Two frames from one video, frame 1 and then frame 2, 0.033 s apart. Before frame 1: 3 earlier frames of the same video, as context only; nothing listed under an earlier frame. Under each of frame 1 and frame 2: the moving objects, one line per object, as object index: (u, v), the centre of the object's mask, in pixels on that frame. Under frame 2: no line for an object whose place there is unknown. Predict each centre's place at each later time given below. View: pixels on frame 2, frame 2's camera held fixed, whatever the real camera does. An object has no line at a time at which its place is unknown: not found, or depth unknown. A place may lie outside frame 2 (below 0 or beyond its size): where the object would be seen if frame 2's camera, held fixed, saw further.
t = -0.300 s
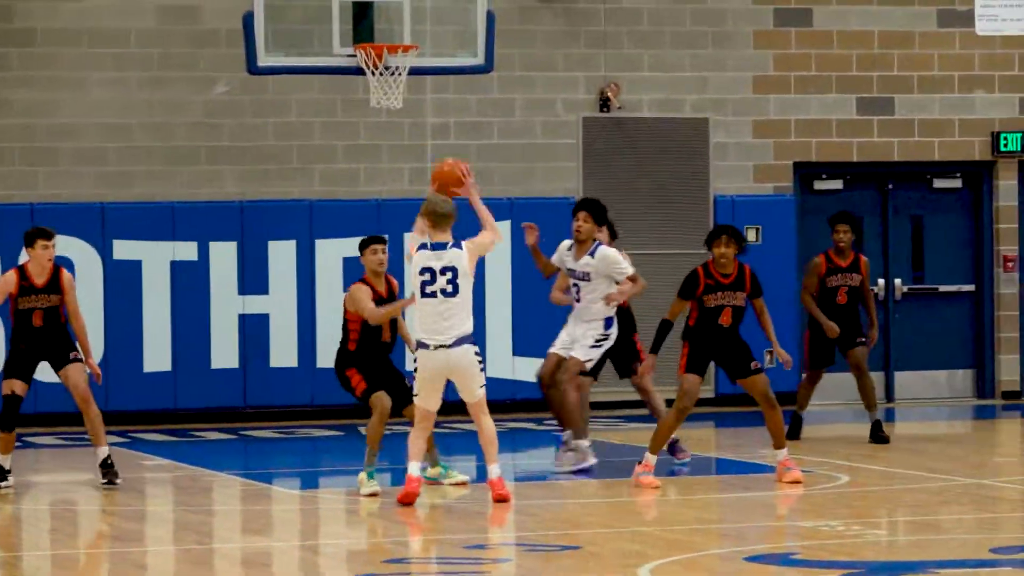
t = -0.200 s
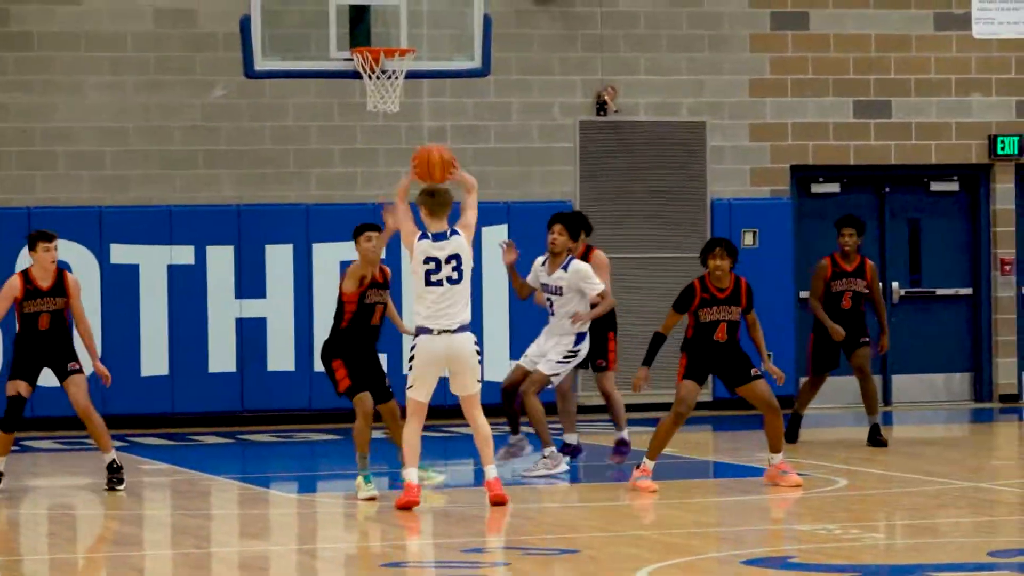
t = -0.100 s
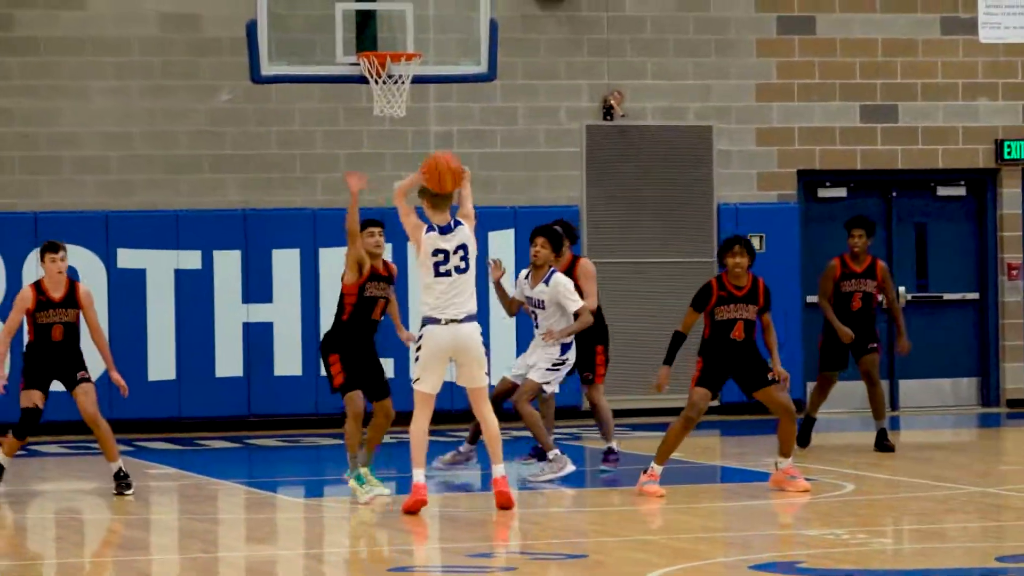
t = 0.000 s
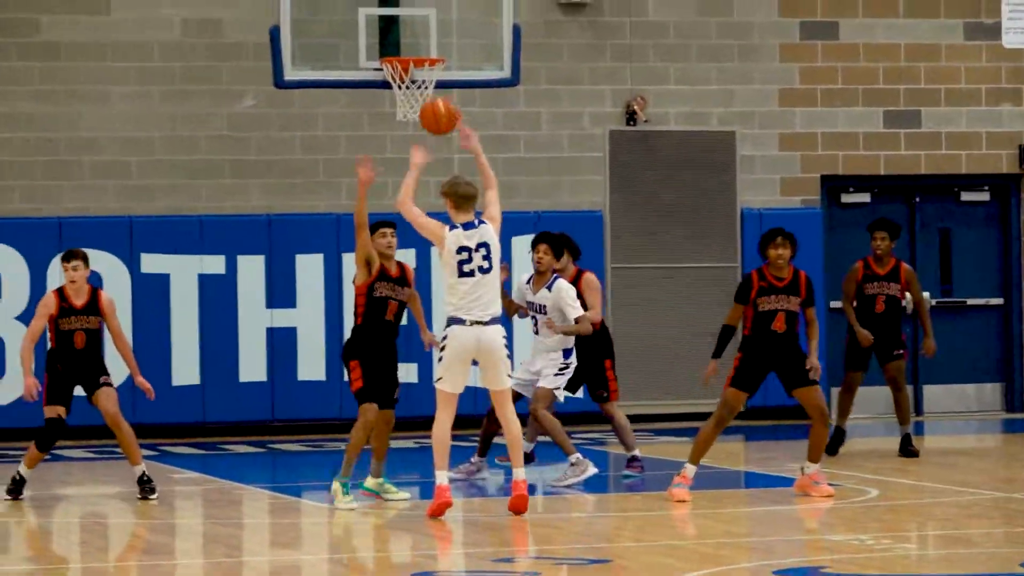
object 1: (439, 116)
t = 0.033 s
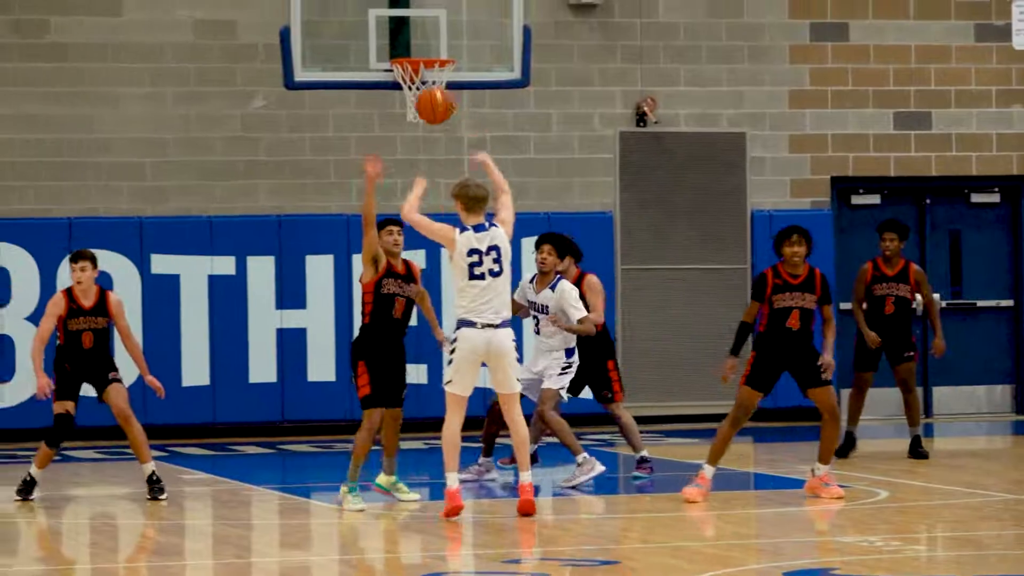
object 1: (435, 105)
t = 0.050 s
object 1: (427, 99)
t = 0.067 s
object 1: (420, 95)
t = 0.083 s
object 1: (412, 91)
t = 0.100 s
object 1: (406, 86)
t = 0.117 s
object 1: (399, 84)
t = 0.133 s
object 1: (392, 81)
